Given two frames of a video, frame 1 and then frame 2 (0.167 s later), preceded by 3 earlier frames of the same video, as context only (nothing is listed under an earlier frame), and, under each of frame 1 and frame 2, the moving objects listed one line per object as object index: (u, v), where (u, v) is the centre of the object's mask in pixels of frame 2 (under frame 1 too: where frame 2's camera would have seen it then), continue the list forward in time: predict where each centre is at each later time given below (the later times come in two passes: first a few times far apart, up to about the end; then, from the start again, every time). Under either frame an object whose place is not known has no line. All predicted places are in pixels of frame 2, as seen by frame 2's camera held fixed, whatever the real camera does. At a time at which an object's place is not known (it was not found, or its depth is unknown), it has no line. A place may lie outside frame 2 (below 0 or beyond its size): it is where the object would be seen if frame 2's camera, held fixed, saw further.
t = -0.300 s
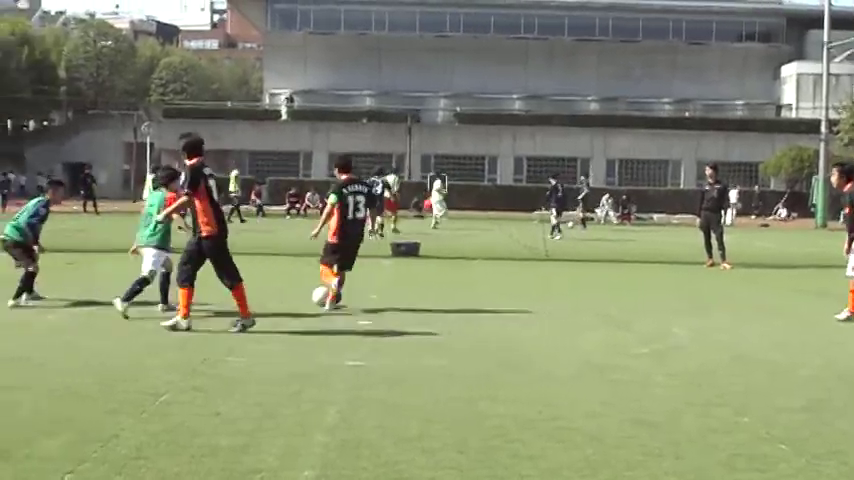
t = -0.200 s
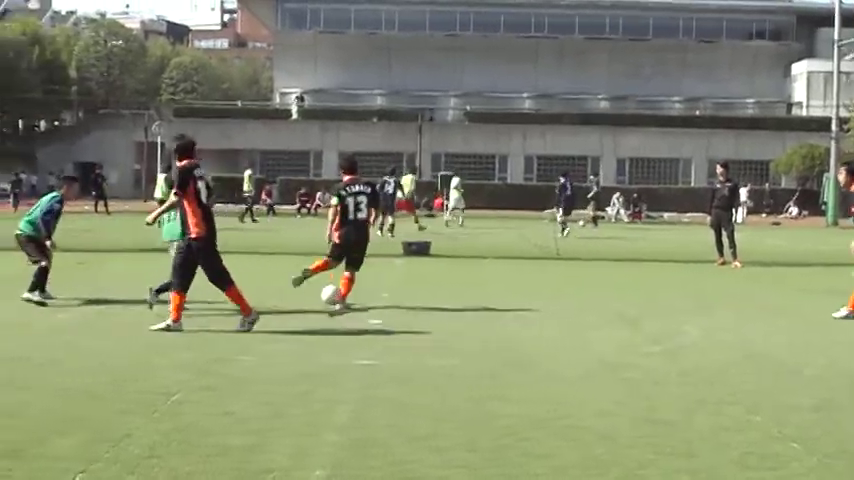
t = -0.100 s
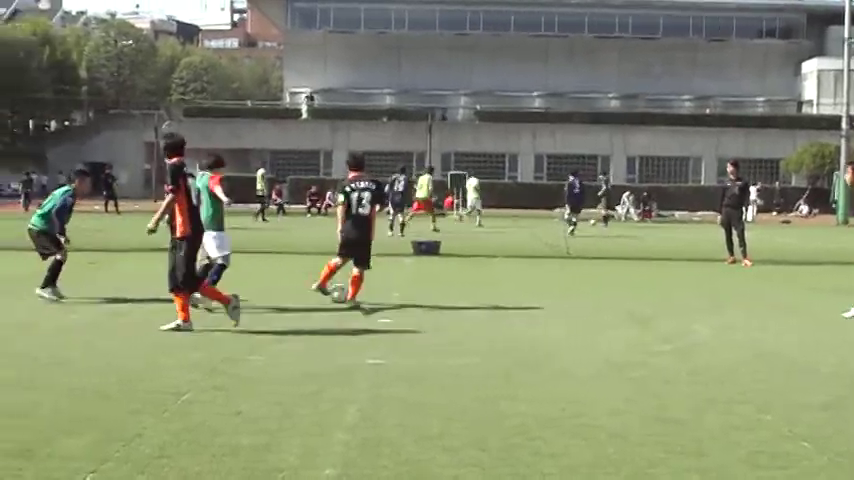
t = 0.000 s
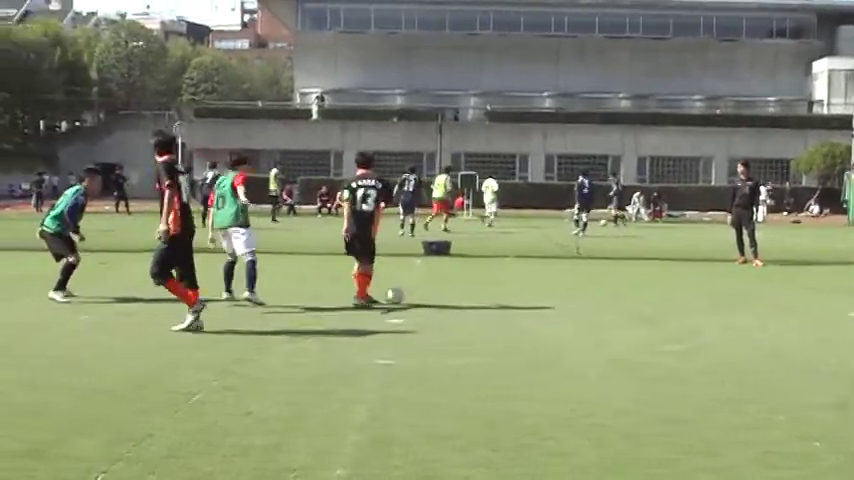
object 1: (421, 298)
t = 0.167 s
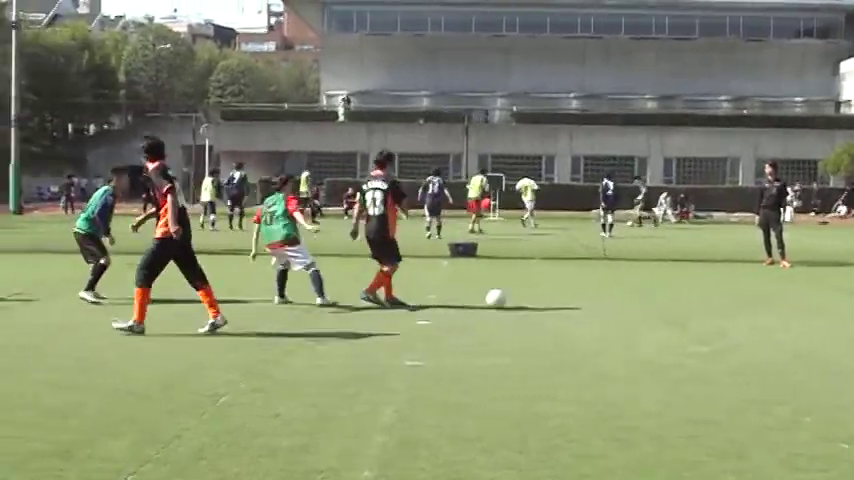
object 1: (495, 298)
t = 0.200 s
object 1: (509, 299)
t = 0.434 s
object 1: (596, 303)
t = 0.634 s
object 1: (655, 306)
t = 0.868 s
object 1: (724, 310)
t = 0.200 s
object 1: (509, 299)
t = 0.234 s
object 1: (523, 300)
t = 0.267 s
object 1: (536, 301)
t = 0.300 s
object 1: (550, 301)
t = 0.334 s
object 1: (562, 301)
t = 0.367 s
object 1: (574, 302)
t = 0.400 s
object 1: (586, 303)
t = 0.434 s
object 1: (596, 303)
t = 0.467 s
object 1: (606, 303)
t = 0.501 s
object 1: (617, 304)
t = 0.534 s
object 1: (626, 304)
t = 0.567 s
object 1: (636, 305)
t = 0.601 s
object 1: (646, 306)
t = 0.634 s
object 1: (655, 306)
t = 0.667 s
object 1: (664, 305)
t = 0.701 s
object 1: (675, 306)
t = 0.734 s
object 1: (685, 307)
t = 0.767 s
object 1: (695, 308)
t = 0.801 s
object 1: (704, 309)
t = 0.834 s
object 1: (714, 309)
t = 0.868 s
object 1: (724, 310)
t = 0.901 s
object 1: (733, 310)
